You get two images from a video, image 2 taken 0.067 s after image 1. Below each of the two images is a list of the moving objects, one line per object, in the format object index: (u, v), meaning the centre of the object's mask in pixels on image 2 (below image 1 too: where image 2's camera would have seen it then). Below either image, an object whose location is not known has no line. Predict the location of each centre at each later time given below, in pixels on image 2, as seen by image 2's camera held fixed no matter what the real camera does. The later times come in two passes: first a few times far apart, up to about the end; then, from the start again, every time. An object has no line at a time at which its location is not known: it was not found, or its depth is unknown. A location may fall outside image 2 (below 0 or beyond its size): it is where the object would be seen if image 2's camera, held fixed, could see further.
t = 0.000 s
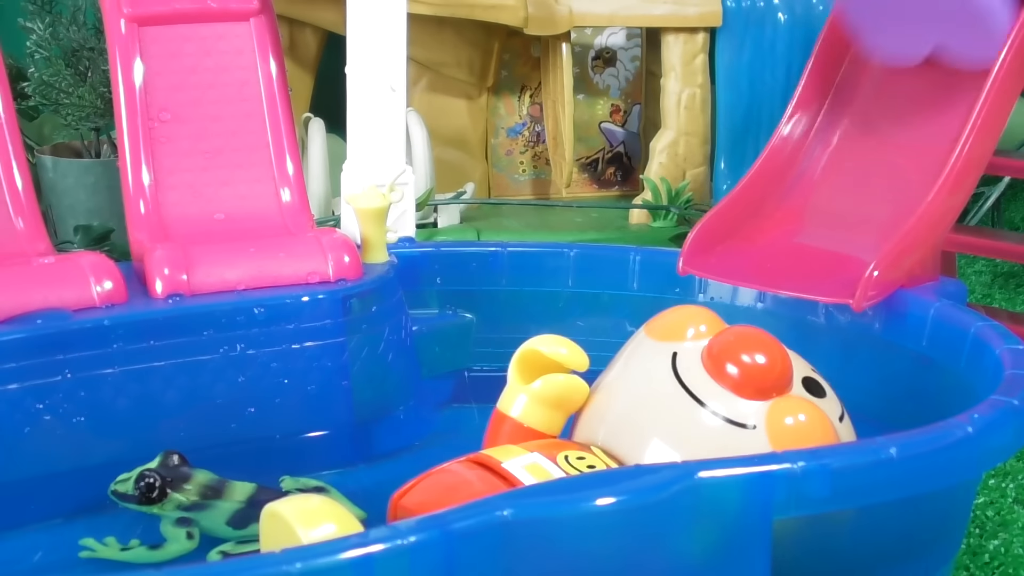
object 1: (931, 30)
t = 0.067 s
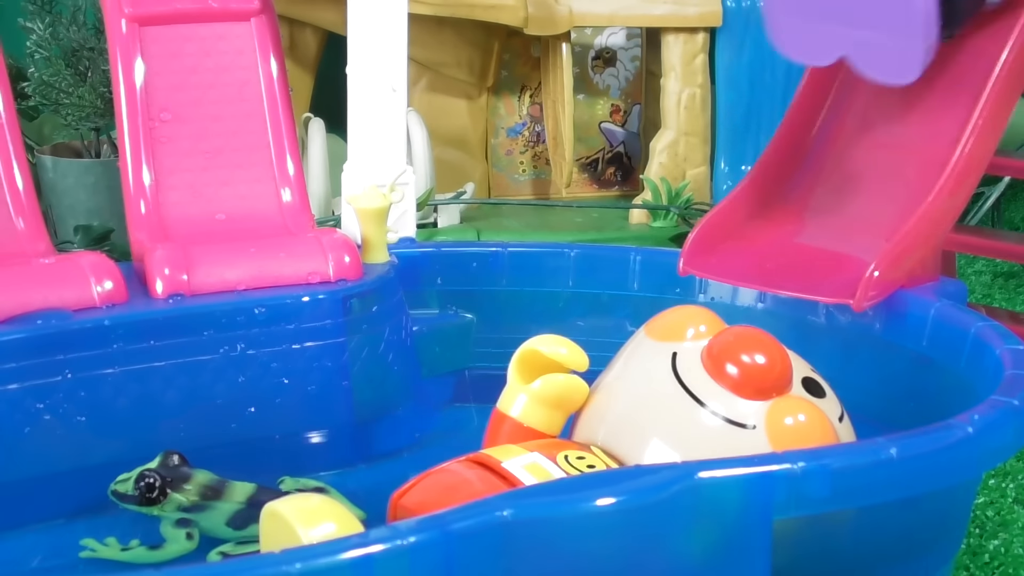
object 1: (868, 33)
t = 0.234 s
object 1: (785, 149)
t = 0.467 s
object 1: (638, 218)
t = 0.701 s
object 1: (745, 329)
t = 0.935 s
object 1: (733, 368)
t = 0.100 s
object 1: (849, 49)
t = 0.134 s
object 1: (839, 81)
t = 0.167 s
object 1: (846, 121)
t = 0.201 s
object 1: (825, 135)
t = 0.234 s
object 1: (785, 149)
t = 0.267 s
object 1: (753, 152)
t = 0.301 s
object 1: (722, 176)
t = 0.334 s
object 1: (691, 187)
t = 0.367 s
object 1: (669, 198)
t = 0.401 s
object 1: (658, 211)
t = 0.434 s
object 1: (649, 216)
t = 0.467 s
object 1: (638, 218)
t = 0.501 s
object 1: (621, 226)
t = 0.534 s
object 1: (631, 214)
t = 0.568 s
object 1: (645, 233)
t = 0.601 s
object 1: (665, 244)
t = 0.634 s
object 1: (684, 258)
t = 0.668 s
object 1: (712, 285)
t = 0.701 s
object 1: (745, 329)
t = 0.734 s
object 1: (774, 353)
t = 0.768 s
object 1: (766, 369)
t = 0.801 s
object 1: (767, 377)
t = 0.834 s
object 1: (756, 378)
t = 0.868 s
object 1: (746, 374)
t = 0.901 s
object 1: (739, 371)
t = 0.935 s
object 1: (733, 368)
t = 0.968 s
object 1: (729, 367)
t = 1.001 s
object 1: (728, 368)
